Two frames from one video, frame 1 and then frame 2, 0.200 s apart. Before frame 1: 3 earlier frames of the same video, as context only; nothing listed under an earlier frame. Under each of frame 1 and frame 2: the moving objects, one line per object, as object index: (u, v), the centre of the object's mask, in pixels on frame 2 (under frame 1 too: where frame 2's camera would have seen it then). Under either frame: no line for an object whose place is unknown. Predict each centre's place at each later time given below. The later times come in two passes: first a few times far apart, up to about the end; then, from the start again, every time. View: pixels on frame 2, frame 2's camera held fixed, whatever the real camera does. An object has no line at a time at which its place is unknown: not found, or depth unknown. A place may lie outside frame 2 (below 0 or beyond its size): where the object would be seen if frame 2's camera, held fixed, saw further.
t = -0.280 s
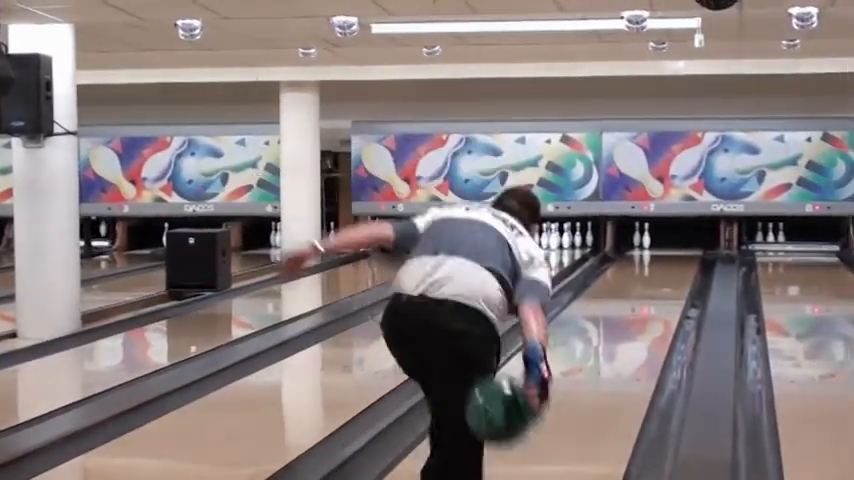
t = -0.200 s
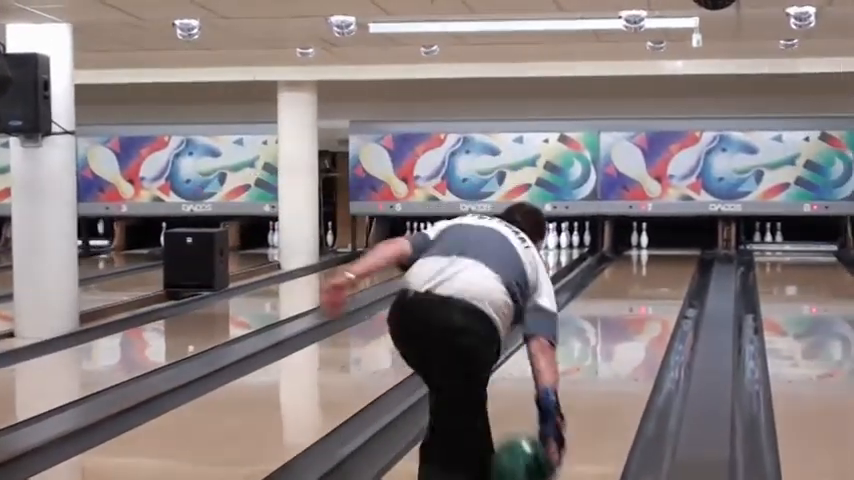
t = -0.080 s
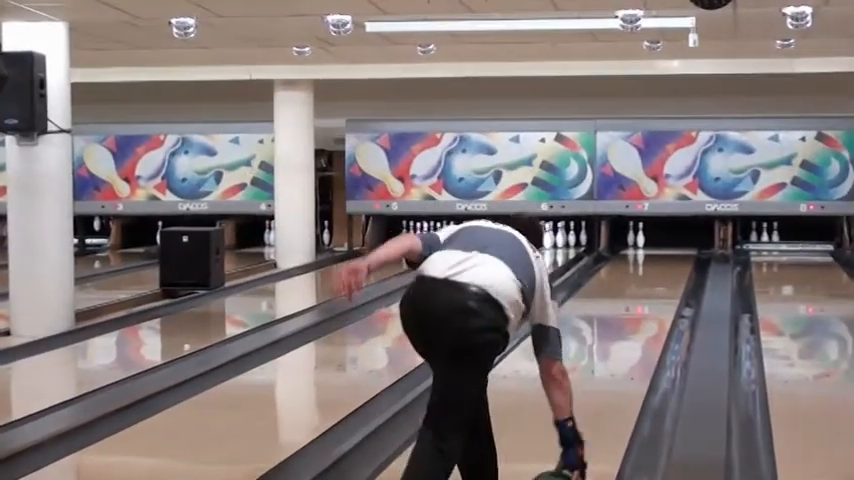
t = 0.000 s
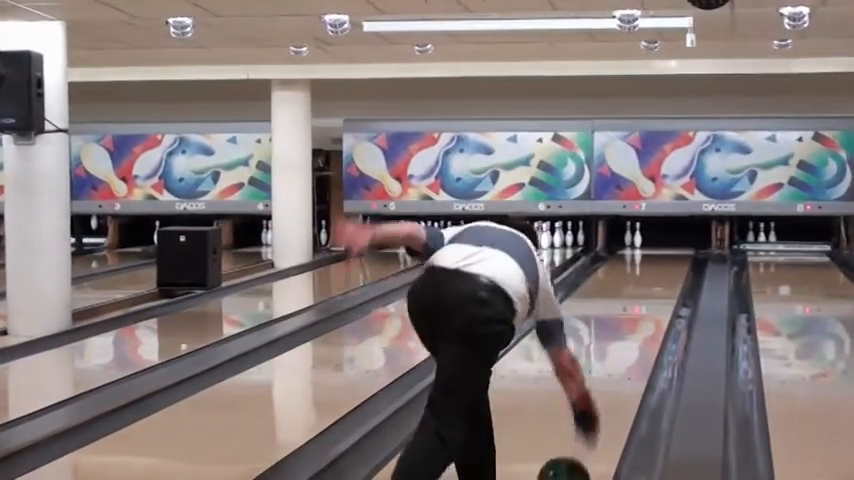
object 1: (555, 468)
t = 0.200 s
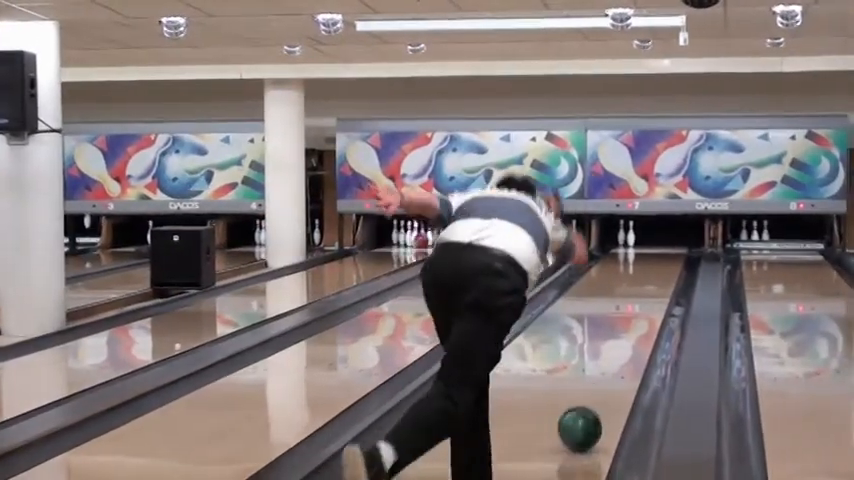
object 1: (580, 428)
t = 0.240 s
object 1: (583, 420)
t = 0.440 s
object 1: (597, 383)
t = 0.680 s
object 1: (610, 351)
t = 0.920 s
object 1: (618, 326)
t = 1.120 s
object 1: (623, 310)
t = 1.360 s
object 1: (627, 294)
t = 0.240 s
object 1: (583, 420)
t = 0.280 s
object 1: (586, 412)
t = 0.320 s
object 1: (590, 404)
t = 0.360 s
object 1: (593, 397)
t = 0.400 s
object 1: (595, 389)
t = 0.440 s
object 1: (597, 383)
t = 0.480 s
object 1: (600, 377)
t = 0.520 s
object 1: (602, 371)
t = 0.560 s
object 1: (604, 365)
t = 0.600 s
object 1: (606, 360)
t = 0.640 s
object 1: (608, 355)
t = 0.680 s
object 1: (610, 351)
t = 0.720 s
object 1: (611, 346)
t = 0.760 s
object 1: (613, 341)
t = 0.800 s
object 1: (614, 338)
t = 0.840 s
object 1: (616, 333)
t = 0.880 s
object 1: (617, 329)
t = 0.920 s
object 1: (618, 326)
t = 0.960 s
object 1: (620, 322)
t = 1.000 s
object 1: (620, 319)
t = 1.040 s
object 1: (621, 316)
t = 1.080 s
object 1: (622, 313)
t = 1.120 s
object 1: (623, 310)
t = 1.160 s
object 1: (624, 307)
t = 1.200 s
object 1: (625, 304)
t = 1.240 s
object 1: (626, 301)
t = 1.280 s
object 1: (626, 299)
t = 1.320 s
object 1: (627, 296)
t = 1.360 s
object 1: (627, 294)
